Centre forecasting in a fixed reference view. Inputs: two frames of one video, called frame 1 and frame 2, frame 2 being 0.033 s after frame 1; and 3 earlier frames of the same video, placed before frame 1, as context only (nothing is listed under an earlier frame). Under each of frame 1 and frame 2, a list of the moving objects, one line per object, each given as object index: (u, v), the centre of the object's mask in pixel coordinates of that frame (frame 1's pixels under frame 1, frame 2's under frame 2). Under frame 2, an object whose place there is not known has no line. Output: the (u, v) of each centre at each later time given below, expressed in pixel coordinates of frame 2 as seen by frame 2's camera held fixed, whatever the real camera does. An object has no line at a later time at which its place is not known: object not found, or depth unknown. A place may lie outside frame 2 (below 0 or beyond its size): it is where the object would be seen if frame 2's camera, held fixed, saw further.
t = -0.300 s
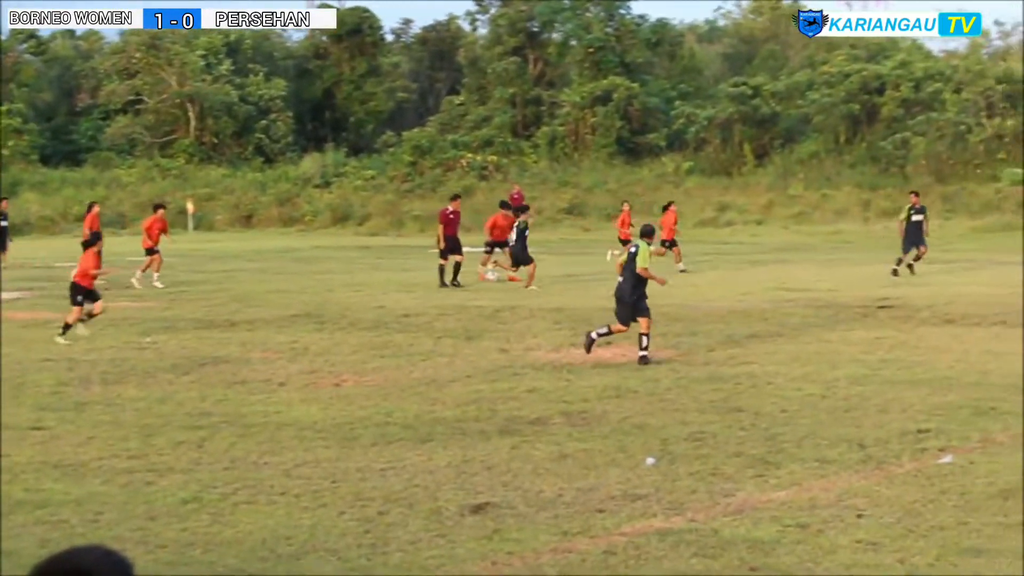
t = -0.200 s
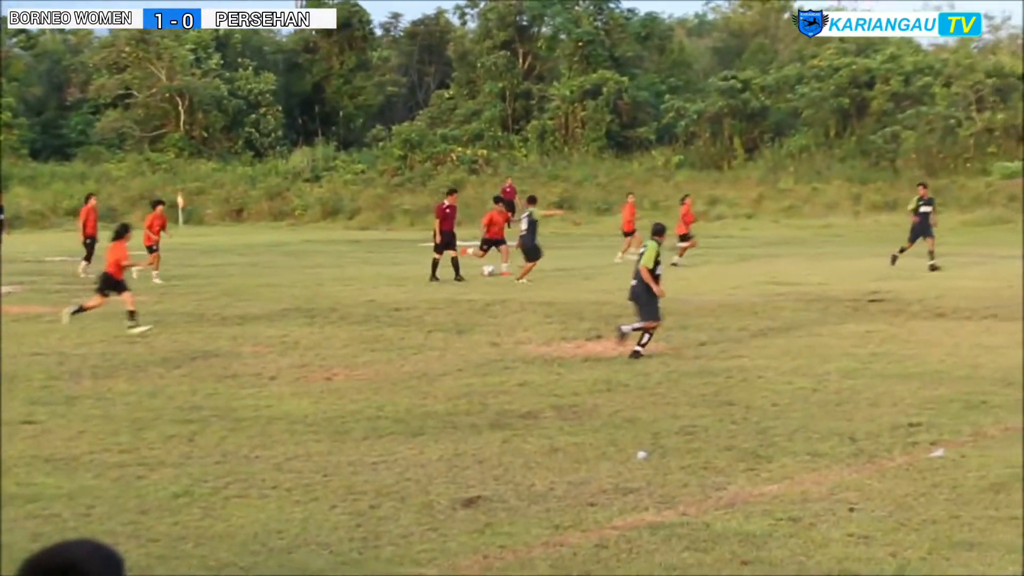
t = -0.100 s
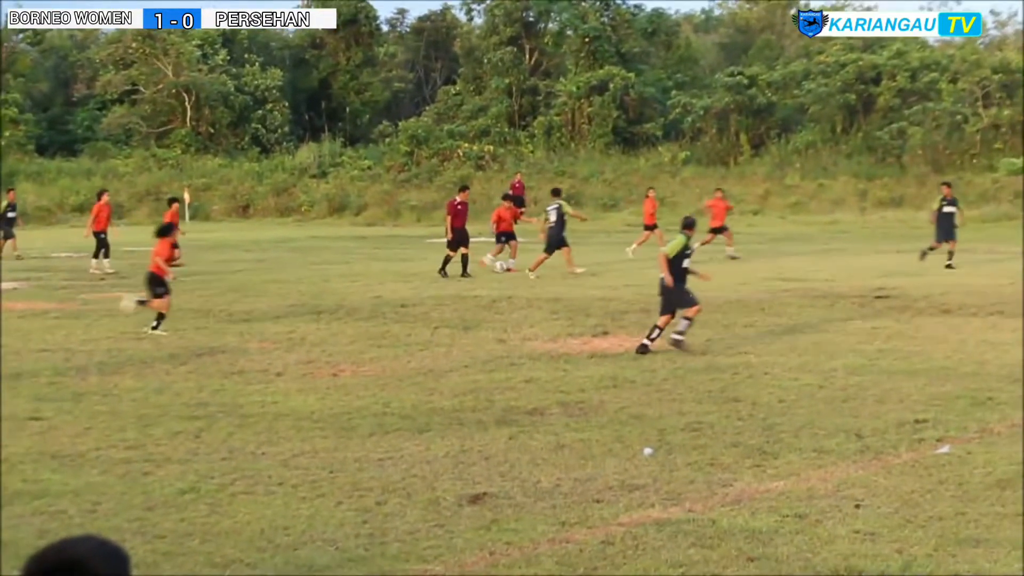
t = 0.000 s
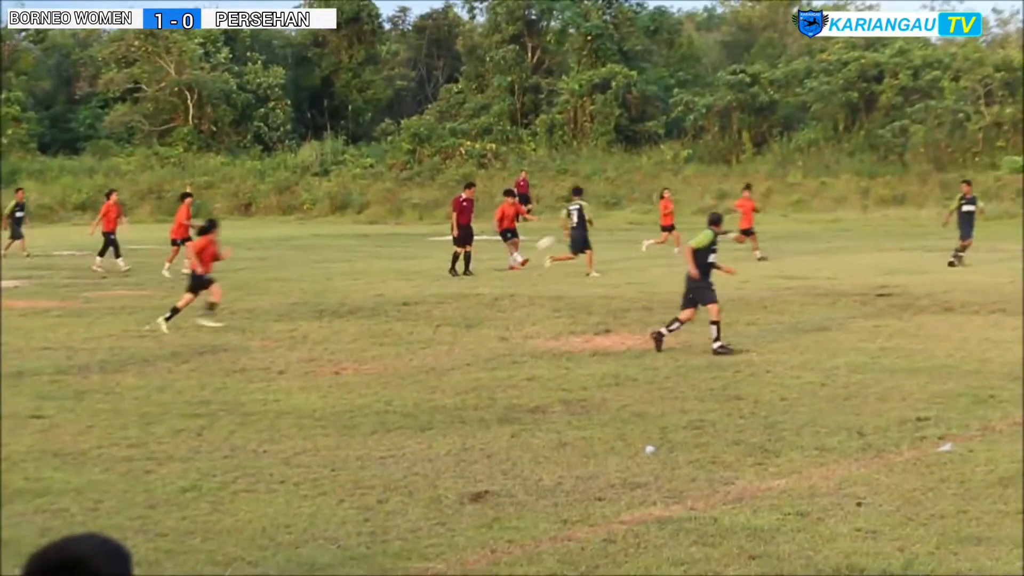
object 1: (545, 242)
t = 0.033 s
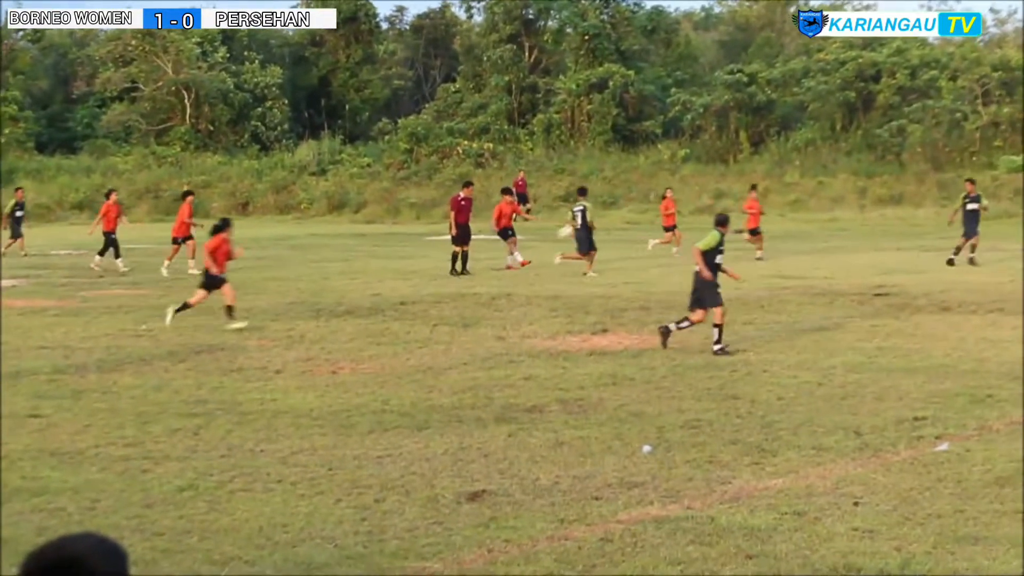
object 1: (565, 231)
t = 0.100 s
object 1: (613, 207)
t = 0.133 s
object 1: (625, 202)
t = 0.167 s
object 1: (652, 194)
